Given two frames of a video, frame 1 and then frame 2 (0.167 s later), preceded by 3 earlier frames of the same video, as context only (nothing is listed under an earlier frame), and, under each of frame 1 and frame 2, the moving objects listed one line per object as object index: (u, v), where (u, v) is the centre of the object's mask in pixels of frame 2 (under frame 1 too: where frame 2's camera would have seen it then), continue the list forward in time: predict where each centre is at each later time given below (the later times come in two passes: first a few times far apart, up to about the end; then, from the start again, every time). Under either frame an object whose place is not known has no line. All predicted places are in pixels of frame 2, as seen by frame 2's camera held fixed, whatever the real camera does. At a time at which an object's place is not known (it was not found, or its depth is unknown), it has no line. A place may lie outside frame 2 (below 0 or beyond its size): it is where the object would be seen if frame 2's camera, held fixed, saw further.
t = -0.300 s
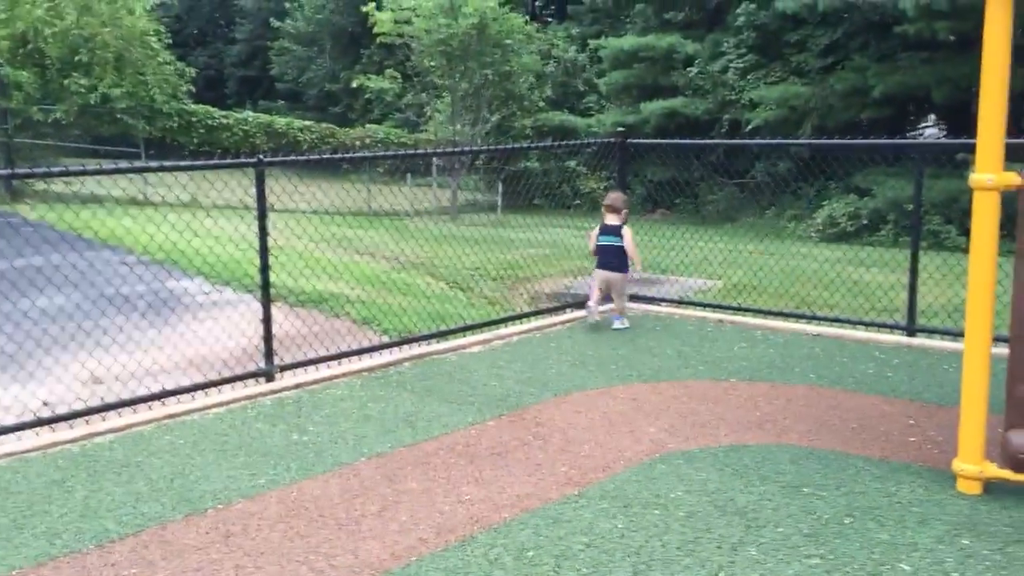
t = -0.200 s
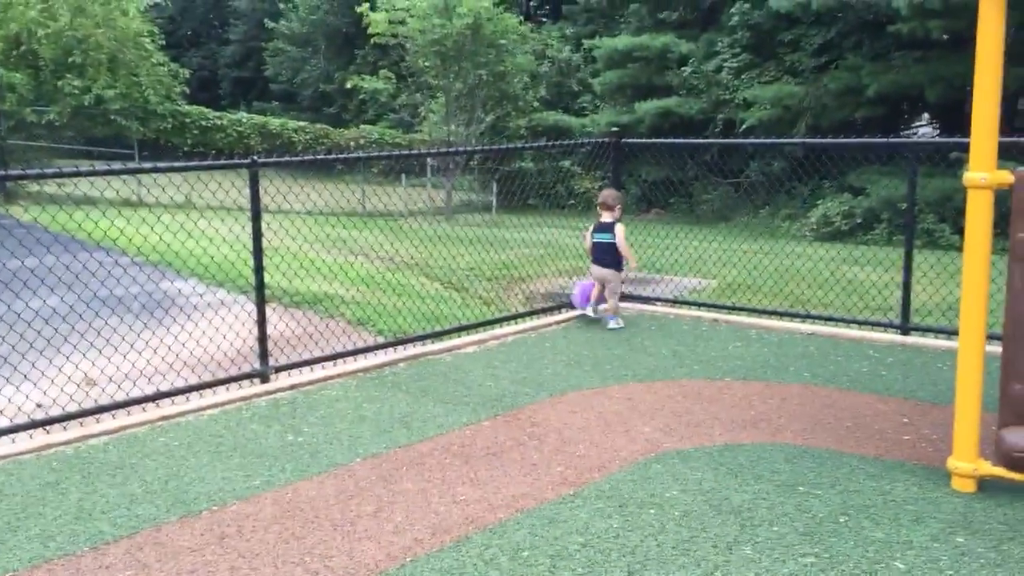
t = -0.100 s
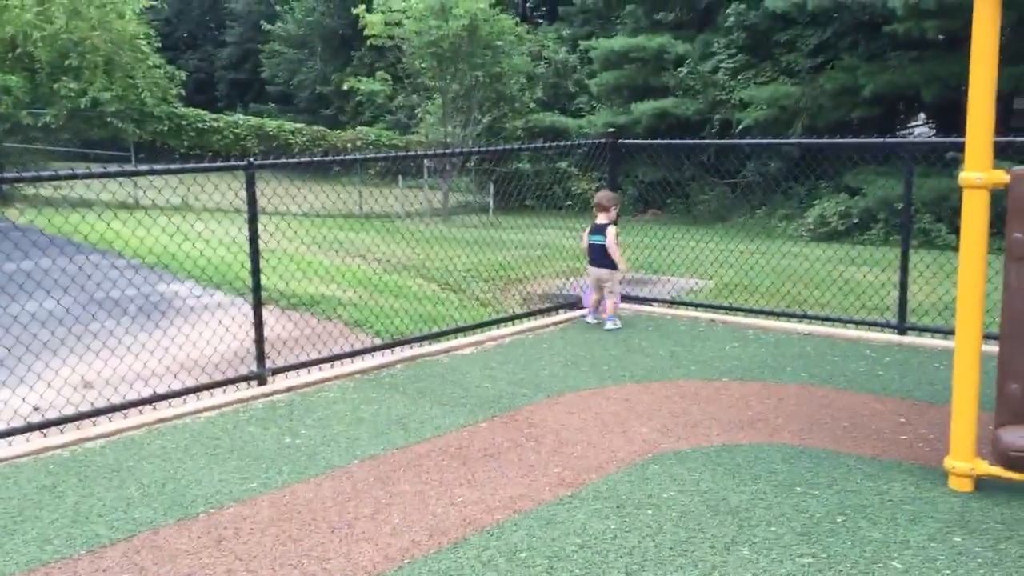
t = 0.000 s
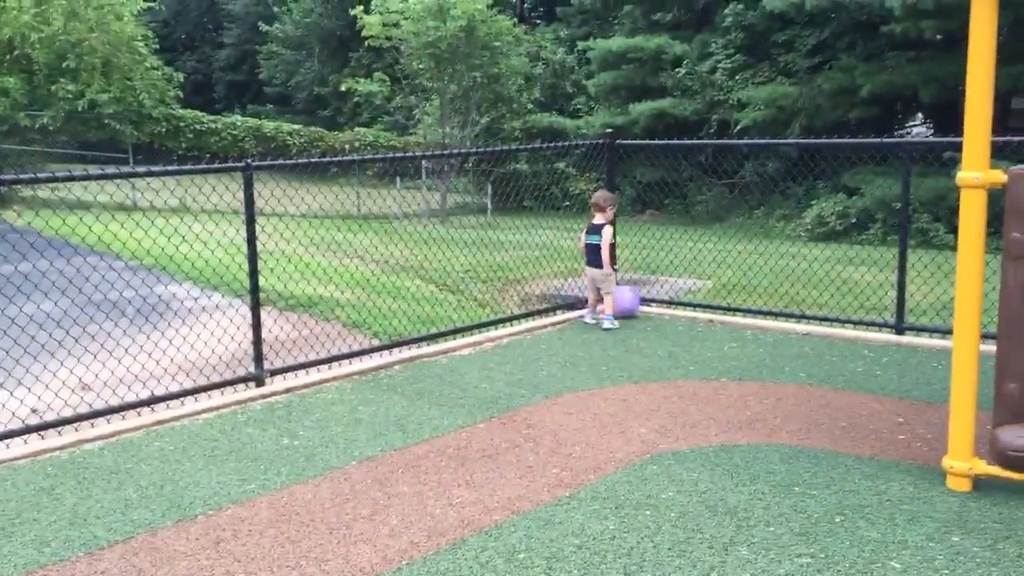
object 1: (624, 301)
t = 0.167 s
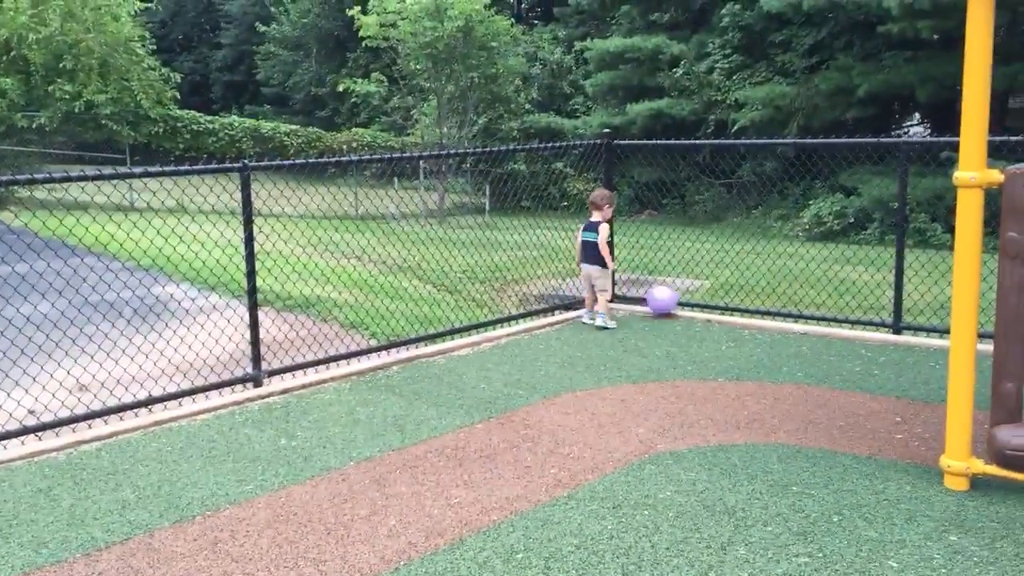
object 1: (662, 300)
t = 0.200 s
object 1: (669, 298)
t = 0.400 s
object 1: (700, 301)
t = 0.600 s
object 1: (722, 312)
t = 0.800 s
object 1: (743, 319)
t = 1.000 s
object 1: (762, 326)
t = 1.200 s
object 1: (782, 333)
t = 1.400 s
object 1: (805, 339)
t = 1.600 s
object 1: (825, 345)
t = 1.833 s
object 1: (852, 354)
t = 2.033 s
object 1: (875, 361)
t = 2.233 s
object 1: (895, 367)
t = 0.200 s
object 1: (669, 298)
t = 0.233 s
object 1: (677, 296)
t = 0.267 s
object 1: (684, 295)
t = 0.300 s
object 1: (688, 297)
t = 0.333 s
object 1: (693, 300)
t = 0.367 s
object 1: (697, 301)
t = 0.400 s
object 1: (700, 301)
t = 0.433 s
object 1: (704, 302)
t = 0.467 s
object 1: (708, 305)
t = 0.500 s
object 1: (713, 309)
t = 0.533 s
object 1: (716, 309)
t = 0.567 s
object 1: (718, 310)
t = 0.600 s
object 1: (722, 312)
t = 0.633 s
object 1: (725, 314)
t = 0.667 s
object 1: (728, 315)
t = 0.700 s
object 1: (731, 315)
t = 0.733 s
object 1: (735, 317)
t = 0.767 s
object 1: (740, 318)
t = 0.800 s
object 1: (743, 319)
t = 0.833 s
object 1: (746, 319)
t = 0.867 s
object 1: (749, 321)
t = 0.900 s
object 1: (751, 323)
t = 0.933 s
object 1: (755, 323)
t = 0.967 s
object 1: (758, 324)
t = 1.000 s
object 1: (762, 326)
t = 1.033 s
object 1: (766, 327)
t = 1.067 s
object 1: (768, 327)
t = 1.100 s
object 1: (771, 329)
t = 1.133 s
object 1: (775, 330)
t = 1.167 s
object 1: (778, 331)
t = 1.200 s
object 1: (782, 333)
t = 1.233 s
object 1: (786, 334)
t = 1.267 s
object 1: (790, 334)
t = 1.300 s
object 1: (794, 336)
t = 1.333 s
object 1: (798, 337)
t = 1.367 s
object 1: (801, 338)
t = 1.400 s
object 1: (805, 339)
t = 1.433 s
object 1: (808, 340)
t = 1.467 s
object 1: (812, 341)
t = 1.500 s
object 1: (815, 342)
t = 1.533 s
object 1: (819, 344)
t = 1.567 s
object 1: (822, 344)
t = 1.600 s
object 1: (825, 345)
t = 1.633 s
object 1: (829, 346)
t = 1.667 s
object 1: (833, 347)
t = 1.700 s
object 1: (836, 348)
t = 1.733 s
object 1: (840, 350)
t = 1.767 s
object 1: (844, 351)
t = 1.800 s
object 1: (848, 352)
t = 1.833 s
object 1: (852, 354)
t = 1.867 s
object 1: (855, 355)
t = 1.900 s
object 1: (859, 356)
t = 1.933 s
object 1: (863, 358)
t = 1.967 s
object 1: (867, 359)
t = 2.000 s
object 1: (871, 360)
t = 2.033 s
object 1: (875, 361)
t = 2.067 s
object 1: (878, 363)
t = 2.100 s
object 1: (882, 363)
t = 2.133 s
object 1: (885, 364)
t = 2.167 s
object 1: (887, 365)
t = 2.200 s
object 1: (892, 366)
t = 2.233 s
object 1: (895, 367)
